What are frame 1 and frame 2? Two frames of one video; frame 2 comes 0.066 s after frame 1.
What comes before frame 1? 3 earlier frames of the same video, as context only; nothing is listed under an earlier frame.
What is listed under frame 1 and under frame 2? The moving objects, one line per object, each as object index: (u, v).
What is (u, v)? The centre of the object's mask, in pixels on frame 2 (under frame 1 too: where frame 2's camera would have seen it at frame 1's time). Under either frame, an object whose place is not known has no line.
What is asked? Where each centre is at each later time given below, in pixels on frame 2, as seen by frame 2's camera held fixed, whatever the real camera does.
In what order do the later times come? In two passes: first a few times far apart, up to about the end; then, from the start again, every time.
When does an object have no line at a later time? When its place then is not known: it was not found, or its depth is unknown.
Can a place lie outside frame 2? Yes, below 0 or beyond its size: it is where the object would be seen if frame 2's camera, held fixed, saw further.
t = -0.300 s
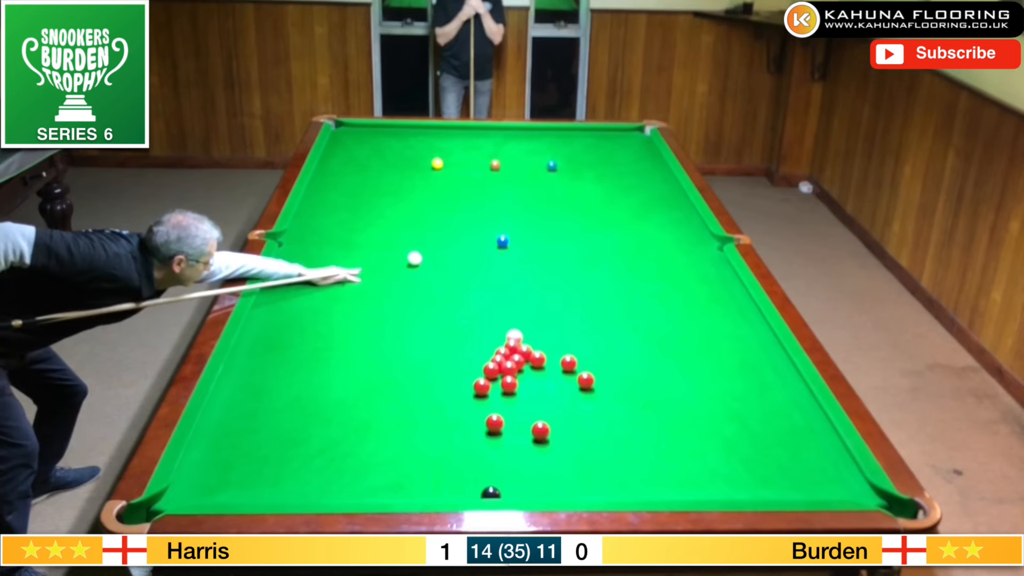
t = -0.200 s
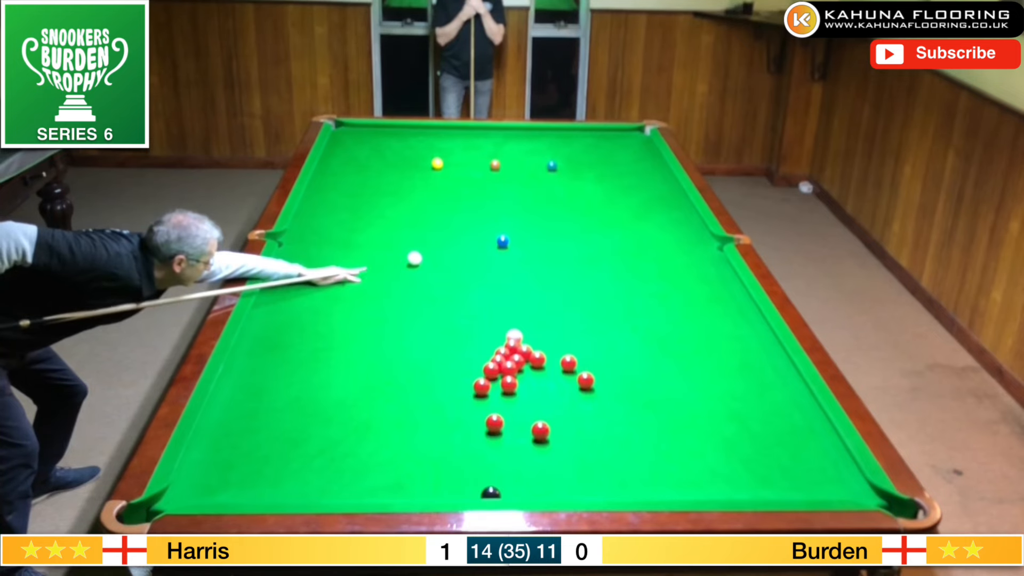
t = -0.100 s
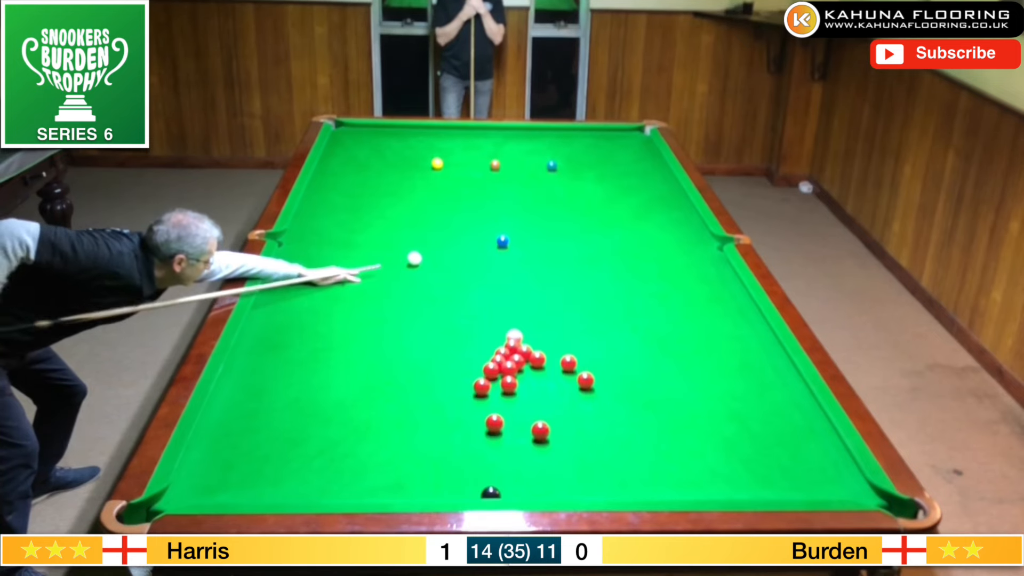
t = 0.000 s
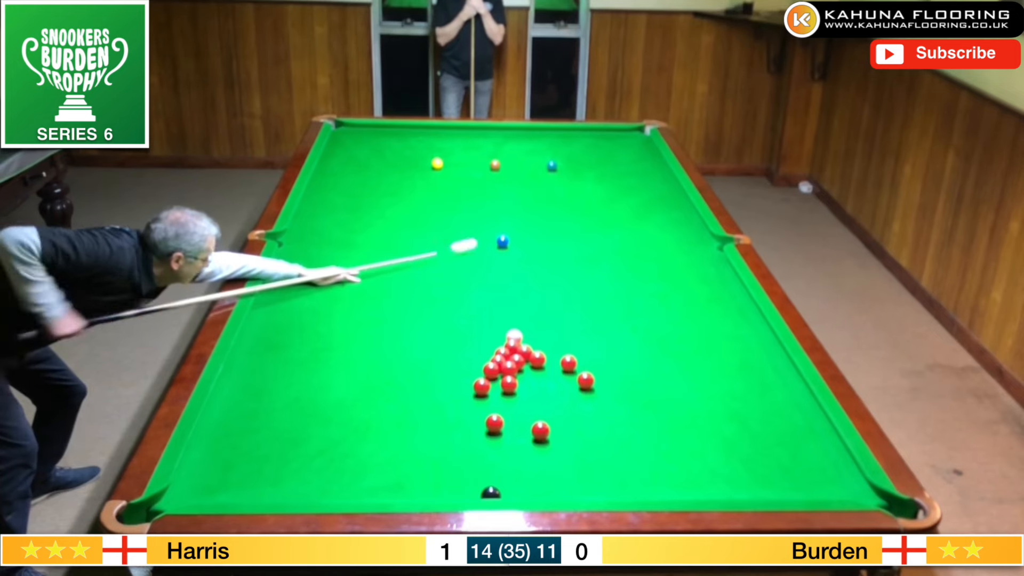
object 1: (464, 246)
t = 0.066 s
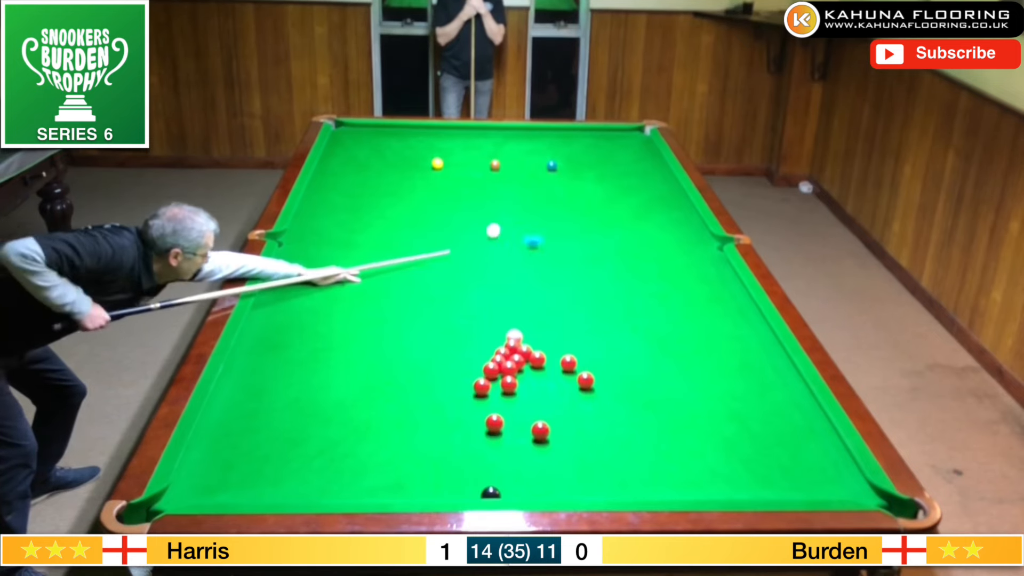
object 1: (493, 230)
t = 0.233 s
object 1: (506, 199)
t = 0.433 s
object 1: (518, 171)
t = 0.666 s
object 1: (531, 145)
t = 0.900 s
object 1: (541, 131)
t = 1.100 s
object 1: (548, 145)
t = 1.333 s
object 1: (557, 147)
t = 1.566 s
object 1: (563, 140)
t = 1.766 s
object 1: (568, 135)
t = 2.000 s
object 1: (574, 131)
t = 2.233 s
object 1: (579, 129)
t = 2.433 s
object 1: (584, 131)
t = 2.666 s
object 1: (589, 134)
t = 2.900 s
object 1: (594, 136)
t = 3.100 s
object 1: (597, 137)
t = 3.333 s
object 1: (600, 139)
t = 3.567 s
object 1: (603, 140)
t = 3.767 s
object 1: (605, 141)
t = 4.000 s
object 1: (606, 142)
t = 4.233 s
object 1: (607, 142)
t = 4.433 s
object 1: (607, 142)
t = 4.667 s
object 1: (607, 142)
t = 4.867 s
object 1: (607, 142)
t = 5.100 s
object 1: (607, 142)
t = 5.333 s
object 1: (607, 142)
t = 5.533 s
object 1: (607, 142)
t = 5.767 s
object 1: (607, 142)
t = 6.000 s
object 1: (607, 142)
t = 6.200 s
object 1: (607, 142)
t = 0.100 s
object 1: (496, 223)
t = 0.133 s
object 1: (498, 217)
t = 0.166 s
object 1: (501, 210)
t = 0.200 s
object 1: (503, 204)
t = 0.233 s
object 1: (506, 199)
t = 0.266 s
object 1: (508, 194)
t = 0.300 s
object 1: (510, 189)
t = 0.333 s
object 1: (512, 184)
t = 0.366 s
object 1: (514, 180)
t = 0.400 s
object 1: (516, 176)
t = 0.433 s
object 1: (518, 171)
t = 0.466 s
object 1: (520, 167)
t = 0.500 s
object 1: (522, 163)
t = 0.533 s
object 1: (524, 160)
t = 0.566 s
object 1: (526, 156)
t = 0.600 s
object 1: (527, 152)
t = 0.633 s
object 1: (529, 149)
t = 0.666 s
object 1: (531, 145)
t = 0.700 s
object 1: (532, 142)
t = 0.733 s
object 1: (534, 139)
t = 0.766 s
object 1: (535, 135)
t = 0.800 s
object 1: (537, 132)
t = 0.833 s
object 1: (538, 129)
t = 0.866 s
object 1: (539, 128)
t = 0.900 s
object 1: (541, 131)
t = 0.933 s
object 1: (542, 134)
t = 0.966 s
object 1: (543, 136)
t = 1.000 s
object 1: (544, 139)
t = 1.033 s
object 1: (546, 141)
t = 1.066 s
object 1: (547, 143)
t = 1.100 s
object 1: (548, 145)
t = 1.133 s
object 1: (550, 147)
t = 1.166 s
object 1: (551, 149)
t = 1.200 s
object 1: (552, 151)
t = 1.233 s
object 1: (554, 152)
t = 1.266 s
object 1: (555, 150)
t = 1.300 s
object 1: (556, 149)
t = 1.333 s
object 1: (557, 147)
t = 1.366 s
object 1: (558, 146)
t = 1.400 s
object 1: (558, 144)
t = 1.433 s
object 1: (559, 143)
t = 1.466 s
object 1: (560, 142)
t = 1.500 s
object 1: (561, 141)
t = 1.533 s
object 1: (562, 141)
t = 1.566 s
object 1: (563, 140)
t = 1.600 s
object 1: (564, 139)
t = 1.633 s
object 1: (565, 138)
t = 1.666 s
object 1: (566, 138)
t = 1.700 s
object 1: (567, 137)
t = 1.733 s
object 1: (567, 136)
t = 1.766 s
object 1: (568, 135)
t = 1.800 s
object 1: (569, 135)
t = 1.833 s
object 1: (570, 134)
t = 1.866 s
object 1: (571, 133)
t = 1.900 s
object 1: (572, 133)
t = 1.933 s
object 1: (572, 132)
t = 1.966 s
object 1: (573, 132)
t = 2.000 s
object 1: (574, 131)
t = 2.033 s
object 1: (575, 130)
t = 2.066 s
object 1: (575, 130)
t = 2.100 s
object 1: (576, 129)
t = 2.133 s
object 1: (577, 128)
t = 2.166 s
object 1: (578, 128)
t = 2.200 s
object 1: (579, 129)
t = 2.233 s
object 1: (579, 129)
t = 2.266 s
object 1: (580, 129)
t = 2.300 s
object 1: (581, 130)
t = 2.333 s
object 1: (582, 130)
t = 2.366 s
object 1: (583, 131)
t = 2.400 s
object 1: (583, 131)
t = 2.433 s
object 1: (584, 131)
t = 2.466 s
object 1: (585, 132)
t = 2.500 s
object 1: (586, 132)
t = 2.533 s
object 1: (586, 132)
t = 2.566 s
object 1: (587, 133)
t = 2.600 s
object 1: (588, 133)
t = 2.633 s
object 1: (589, 133)
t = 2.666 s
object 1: (589, 134)
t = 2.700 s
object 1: (590, 134)
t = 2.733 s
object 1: (591, 134)
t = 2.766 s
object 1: (591, 135)
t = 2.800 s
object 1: (592, 135)
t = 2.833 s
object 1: (593, 135)
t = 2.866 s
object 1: (593, 135)
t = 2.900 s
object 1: (594, 136)
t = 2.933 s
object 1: (595, 136)
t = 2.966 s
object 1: (595, 136)
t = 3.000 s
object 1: (596, 137)
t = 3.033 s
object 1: (596, 137)
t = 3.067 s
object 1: (597, 137)
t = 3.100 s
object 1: (597, 137)
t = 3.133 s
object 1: (598, 138)
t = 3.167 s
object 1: (598, 138)
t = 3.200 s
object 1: (599, 138)
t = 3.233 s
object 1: (599, 138)
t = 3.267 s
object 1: (600, 138)
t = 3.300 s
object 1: (600, 139)
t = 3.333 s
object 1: (600, 139)
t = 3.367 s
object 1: (601, 139)
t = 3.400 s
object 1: (601, 139)
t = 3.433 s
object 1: (602, 139)
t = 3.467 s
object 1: (602, 140)
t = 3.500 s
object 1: (602, 140)
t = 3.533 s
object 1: (603, 140)
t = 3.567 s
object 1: (603, 140)
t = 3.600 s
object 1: (603, 140)
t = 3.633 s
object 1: (604, 141)
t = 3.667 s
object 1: (604, 141)
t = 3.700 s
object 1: (604, 141)
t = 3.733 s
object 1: (605, 141)
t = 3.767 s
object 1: (605, 141)
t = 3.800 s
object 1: (605, 141)
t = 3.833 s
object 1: (605, 141)
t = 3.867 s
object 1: (605, 141)
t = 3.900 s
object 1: (606, 141)
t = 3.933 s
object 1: (606, 141)
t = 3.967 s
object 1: (606, 142)
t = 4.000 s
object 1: (606, 142)
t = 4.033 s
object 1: (607, 142)
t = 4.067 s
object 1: (607, 142)
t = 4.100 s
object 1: (607, 142)
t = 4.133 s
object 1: (607, 142)
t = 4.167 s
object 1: (607, 142)
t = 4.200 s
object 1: (607, 142)
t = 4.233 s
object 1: (607, 142)
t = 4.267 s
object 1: (607, 142)
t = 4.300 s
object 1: (607, 142)
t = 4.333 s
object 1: (607, 142)
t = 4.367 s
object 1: (607, 142)
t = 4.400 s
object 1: (607, 142)
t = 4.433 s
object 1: (607, 142)
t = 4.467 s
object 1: (607, 142)
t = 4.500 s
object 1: (607, 142)
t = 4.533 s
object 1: (607, 142)
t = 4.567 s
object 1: (607, 142)
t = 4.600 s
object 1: (607, 142)
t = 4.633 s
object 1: (607, 142)
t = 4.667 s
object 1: (607, 142)
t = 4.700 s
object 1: (607, 142)
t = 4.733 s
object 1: (607, 142)
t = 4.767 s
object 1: (607, 142)
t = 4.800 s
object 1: (607, 142)
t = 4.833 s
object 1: (607, 142)
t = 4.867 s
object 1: (607, 142)
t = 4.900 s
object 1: (607, 142)
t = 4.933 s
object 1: (607, 142)
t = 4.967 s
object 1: (607, 142)
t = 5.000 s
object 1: (607, 142)
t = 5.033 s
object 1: (607, 142)
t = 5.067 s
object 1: (607, 142)
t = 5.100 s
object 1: (607, 142)
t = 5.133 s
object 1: (607, 142)
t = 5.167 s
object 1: (607, 142)
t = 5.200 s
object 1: (607, 142)
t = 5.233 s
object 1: (607, 142)
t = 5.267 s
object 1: (607, 142)
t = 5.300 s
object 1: (607, 142)
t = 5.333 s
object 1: (607, 142)
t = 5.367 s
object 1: (607, 142)
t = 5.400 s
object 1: (607, 142)
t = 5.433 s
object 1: (607, 142)
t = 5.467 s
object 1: (607, 142)
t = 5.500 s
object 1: (607, 142)
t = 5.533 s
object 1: (607, 142)
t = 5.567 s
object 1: (607, 142)
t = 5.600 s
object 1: (607, 142)
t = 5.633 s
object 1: (607, 142)
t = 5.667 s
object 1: (607, 142)
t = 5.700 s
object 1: (607, 142)
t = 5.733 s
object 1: (607, 142)
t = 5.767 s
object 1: (607, 142)
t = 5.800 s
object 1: (607, 142)
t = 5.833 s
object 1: (607, 142)
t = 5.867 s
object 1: (607, 142)
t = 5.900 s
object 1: (607, 142)
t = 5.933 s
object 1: (607, 142)
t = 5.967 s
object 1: (607, 142)
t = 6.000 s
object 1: (607, 142)
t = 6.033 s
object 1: (607, 142)
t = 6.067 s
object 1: (607, 142)
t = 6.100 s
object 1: (607, 142)
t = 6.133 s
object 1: (607, 142)
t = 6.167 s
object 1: (607, 142)
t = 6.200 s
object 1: (607, 142)
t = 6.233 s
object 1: (607, 142)
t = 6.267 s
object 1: (607, 142)
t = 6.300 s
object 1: (607, 142)
